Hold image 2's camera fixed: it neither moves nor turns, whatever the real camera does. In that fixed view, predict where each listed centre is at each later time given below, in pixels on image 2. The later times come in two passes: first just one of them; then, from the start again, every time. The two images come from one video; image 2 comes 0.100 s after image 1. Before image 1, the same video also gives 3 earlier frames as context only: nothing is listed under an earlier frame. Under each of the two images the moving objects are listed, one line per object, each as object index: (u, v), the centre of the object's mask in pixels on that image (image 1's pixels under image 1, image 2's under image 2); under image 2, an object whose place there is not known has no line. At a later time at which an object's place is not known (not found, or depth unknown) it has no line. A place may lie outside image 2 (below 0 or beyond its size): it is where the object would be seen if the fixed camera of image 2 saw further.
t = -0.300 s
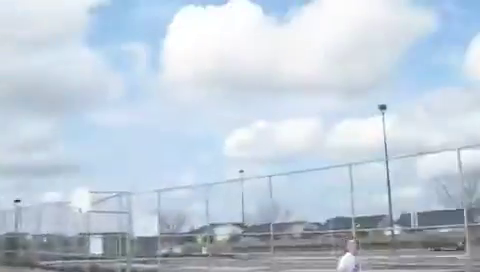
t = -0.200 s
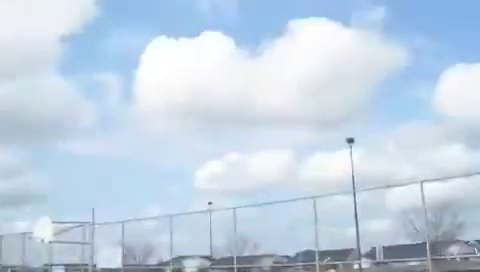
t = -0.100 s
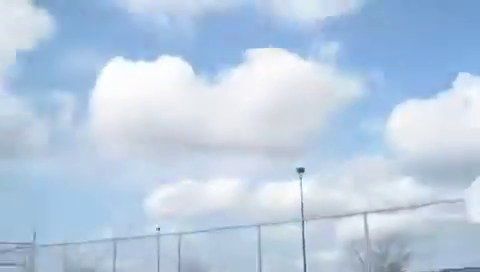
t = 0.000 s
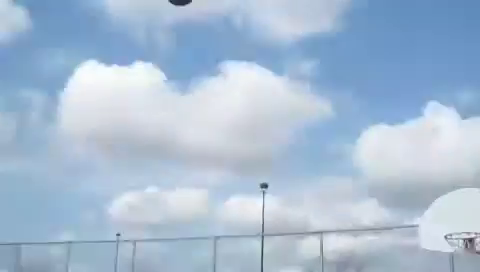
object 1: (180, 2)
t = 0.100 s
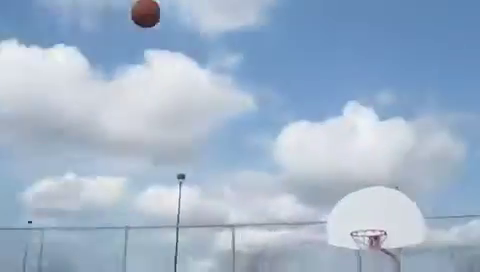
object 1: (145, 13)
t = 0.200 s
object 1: (182, 53)
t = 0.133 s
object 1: (159, 26)
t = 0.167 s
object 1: (171, 40)
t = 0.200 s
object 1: (182, 53)
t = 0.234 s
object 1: (193, 67)
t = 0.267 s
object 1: (203, 80)
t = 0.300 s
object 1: (213, 94)
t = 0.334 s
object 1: (222, 109)
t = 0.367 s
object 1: (231, 123)
